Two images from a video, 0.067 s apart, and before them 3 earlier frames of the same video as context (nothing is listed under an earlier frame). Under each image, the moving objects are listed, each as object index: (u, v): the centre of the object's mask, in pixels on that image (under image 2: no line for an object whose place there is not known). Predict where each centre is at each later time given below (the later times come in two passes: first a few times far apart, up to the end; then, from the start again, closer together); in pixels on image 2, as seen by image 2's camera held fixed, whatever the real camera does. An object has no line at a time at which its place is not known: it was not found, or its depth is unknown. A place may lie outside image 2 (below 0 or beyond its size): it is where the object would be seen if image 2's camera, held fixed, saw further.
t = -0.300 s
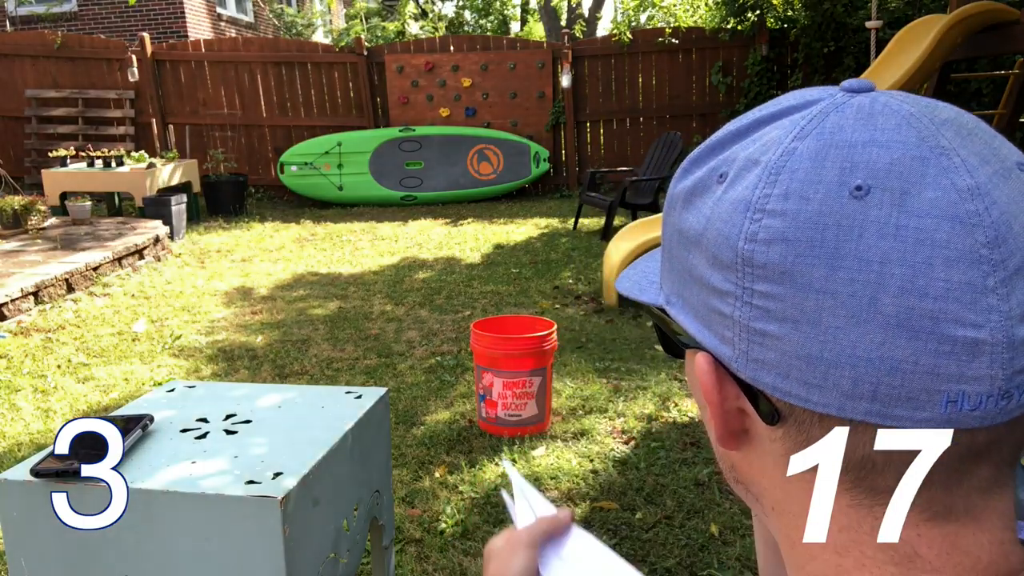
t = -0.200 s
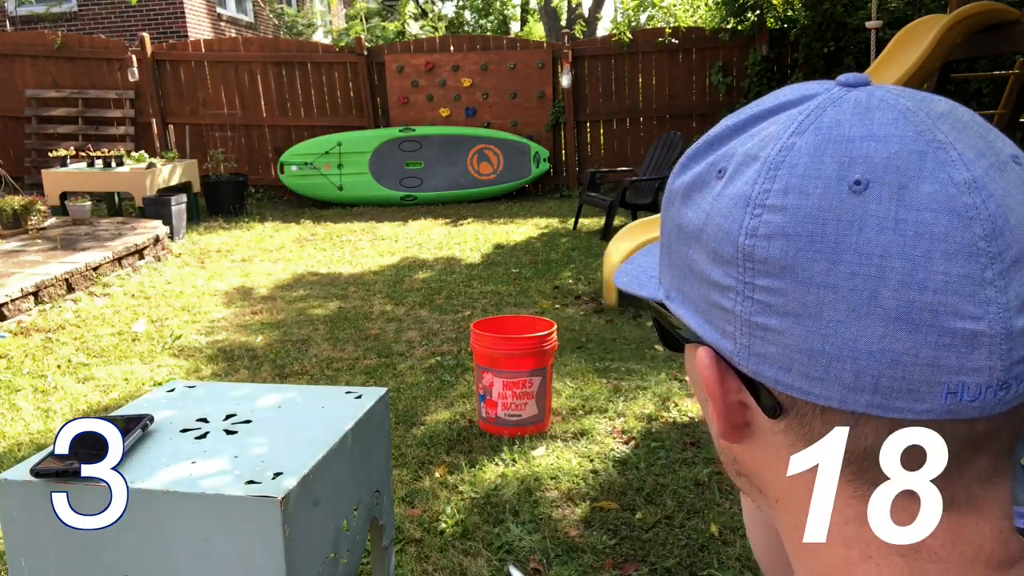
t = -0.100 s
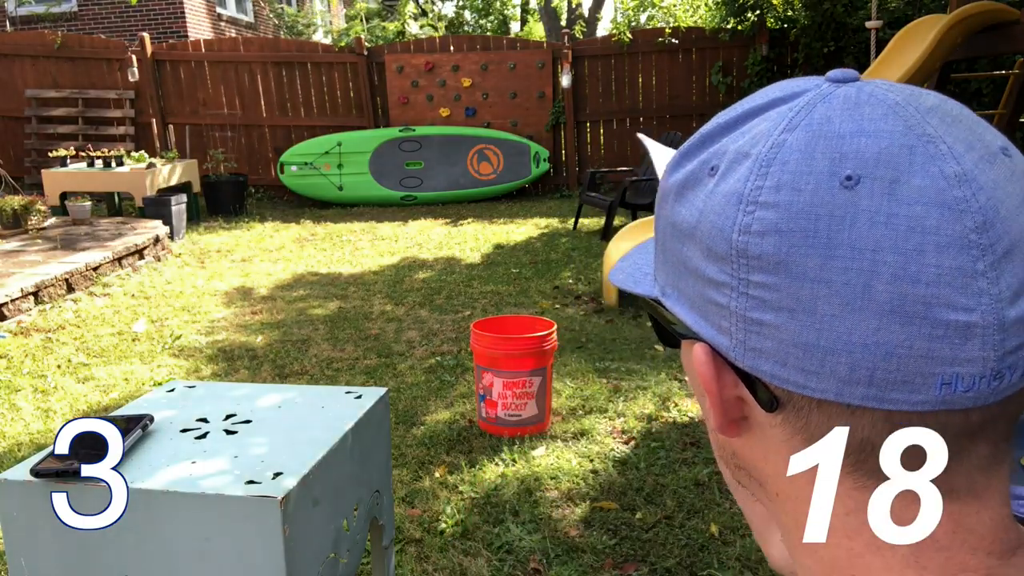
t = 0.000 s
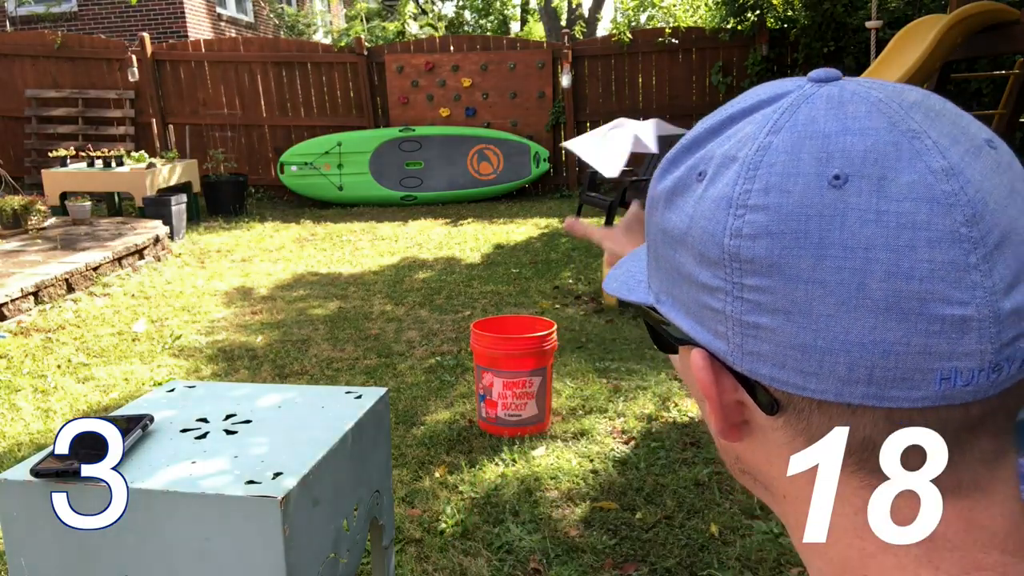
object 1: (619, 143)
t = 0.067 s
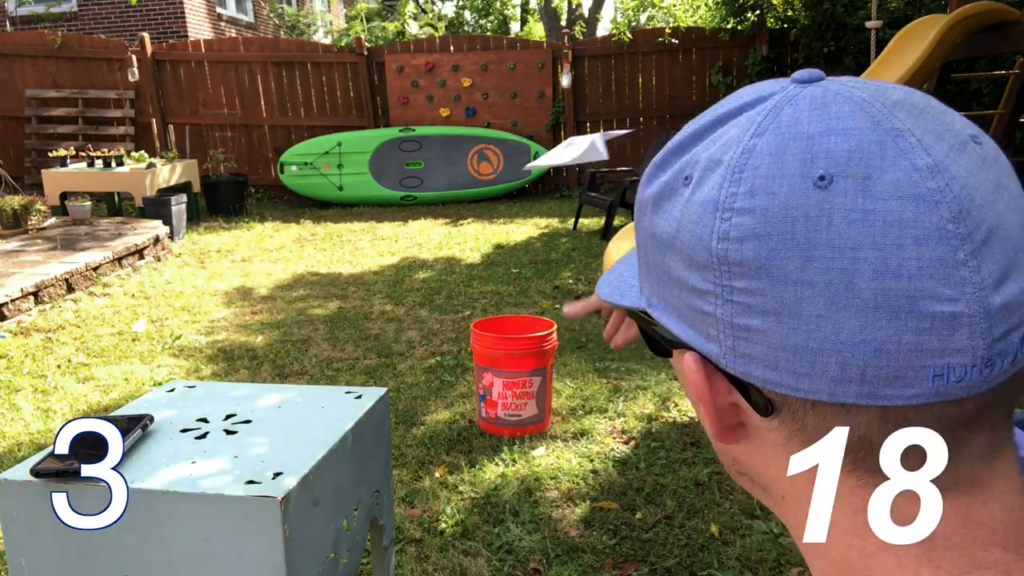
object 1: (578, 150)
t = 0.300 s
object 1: (462, 258)
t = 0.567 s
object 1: (409, 380)
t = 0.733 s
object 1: (432, 395)
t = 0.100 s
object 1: (560, 160)
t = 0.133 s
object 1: (540, 174)
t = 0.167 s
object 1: (521, 191)
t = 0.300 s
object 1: (462, 258)
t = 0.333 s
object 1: (449, 276)
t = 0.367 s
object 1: (437, 296)
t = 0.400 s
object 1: (426, 316)
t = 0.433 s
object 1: (415, 337)
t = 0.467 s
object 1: (405, 358)
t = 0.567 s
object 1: (409, 380)
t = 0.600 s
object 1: (413, 378)
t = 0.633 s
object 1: (418, 381)
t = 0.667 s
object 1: (423, 385)
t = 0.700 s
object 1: (427, 390)
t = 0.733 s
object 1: (432, 395)
